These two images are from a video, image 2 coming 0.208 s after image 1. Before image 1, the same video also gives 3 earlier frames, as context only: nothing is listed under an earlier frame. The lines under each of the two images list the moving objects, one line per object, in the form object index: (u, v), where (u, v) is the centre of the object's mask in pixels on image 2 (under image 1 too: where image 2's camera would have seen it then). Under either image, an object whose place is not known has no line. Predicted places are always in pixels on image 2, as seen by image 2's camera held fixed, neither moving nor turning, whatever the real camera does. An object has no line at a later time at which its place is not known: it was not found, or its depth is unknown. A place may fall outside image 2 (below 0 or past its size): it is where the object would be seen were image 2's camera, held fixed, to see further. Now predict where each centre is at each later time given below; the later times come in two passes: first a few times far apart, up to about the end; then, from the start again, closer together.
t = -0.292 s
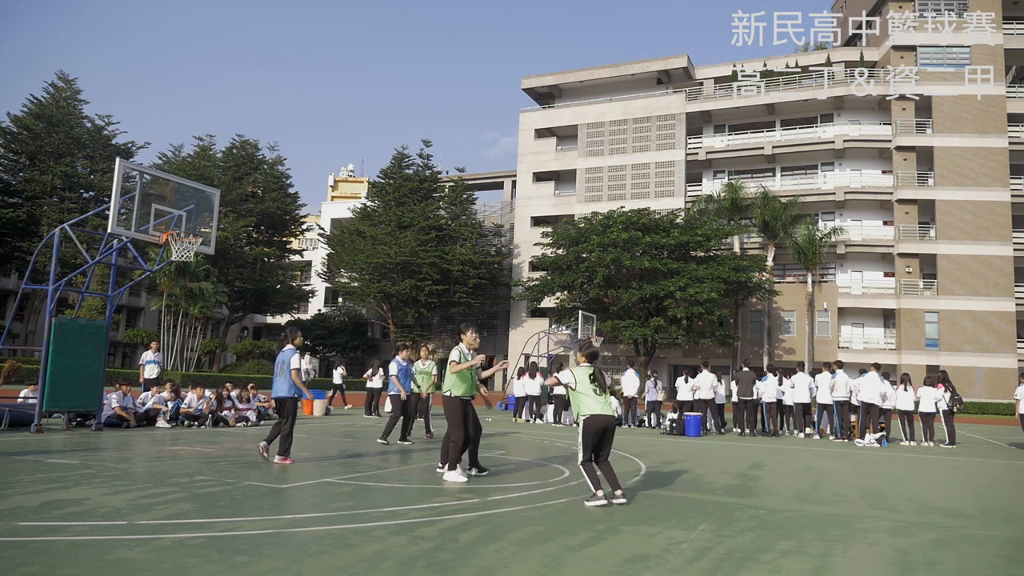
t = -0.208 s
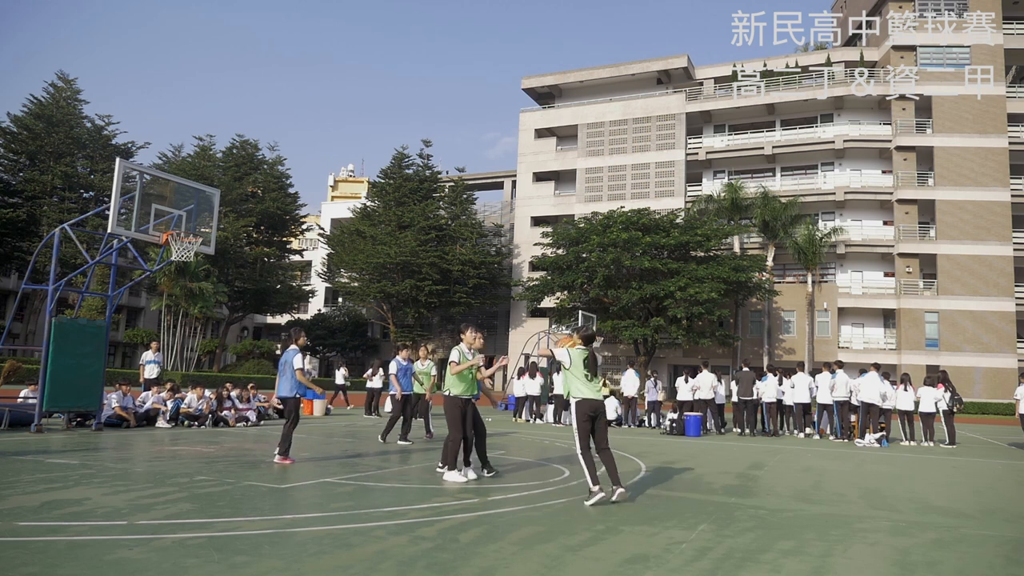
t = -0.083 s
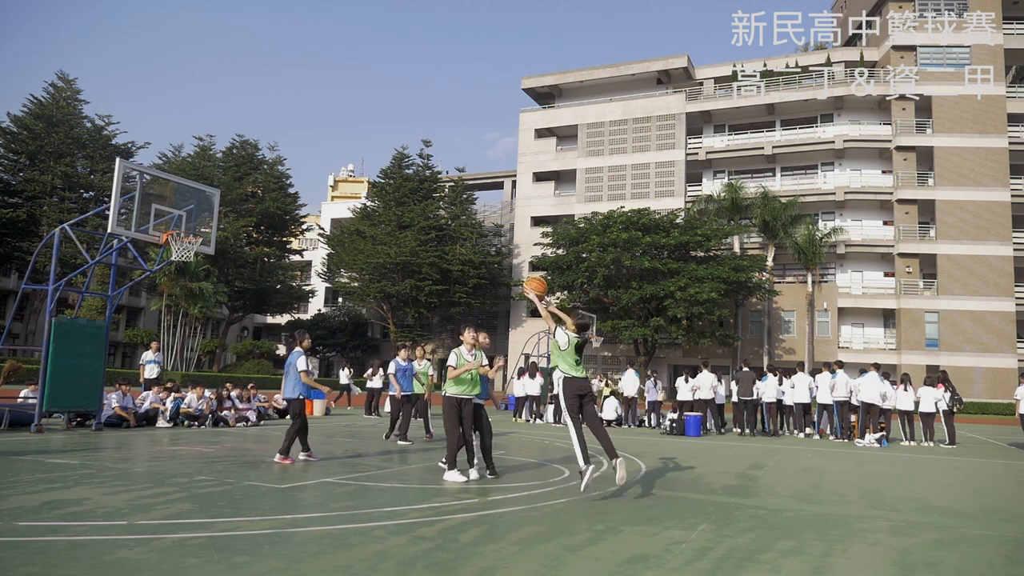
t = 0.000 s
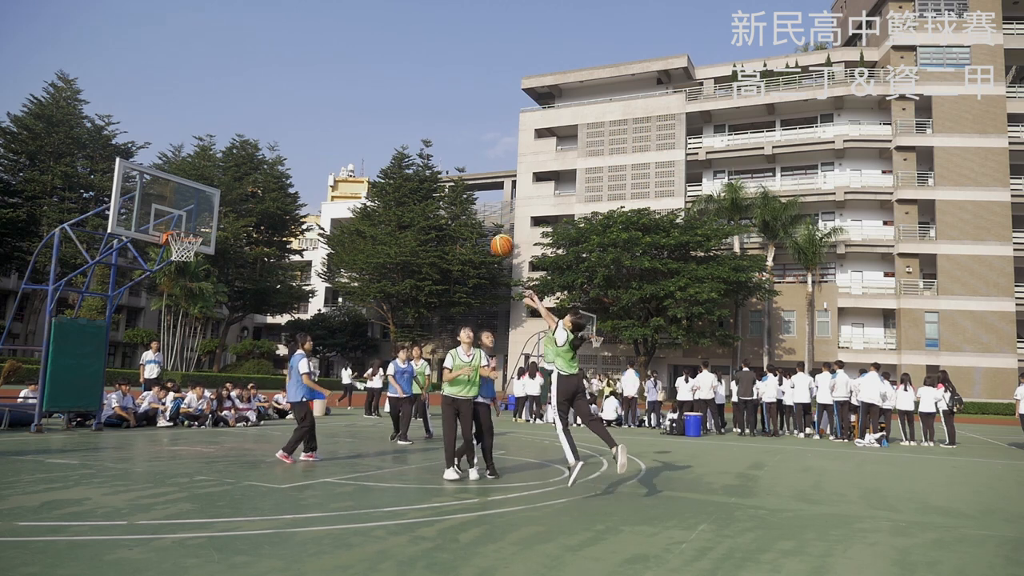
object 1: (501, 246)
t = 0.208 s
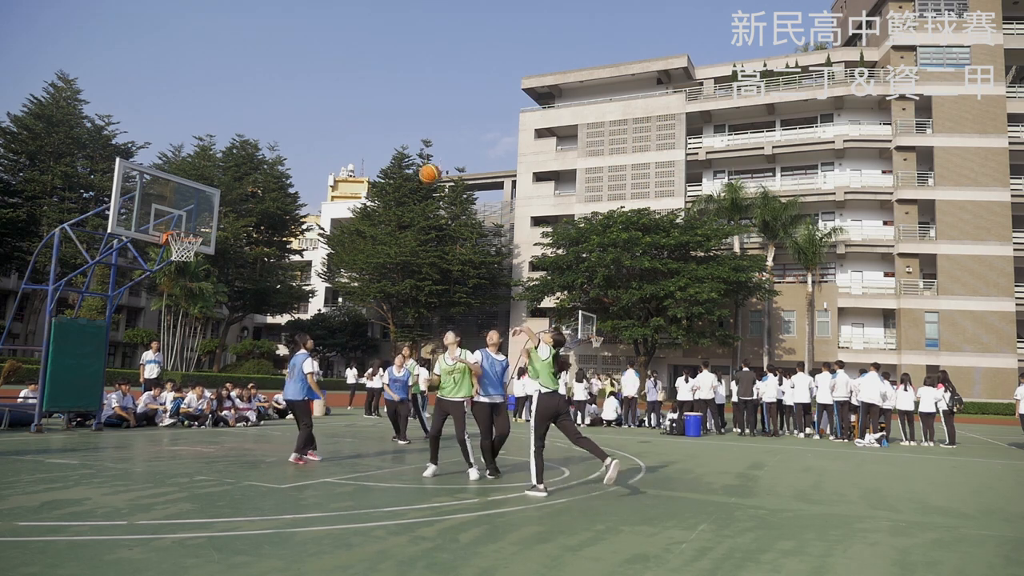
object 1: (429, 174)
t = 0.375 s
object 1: (379, 149)
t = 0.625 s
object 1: (309, 150)
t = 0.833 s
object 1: (255, 182)
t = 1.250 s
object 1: (157, 319)
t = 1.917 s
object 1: (96, 300)
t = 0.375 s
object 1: (379, 149)
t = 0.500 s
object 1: (343, 144)
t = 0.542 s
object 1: (331, 145)
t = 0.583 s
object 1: (320, 147)
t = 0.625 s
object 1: (309, 150)
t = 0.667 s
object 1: (298, 154)
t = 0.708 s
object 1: (287, 159)
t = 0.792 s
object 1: (265, 173)
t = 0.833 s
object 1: (255, 182)
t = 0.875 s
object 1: (245, 192)
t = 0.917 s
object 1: (235, 203)
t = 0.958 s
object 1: (225, 214)
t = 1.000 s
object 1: (215, 226)
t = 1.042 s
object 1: (205, 239)
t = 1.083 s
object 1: (195, 254)
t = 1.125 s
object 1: (186, 269)
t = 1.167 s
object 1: (176, 285)
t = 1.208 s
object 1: (167, 301)
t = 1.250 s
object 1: (157, 319)
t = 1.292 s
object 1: (148, 337)
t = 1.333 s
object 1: (138, 356)
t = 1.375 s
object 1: (130, 376)
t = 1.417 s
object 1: (121, 397)
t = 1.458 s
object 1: (112, 419)
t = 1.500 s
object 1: (106, 427)
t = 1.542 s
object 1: (105, 408)
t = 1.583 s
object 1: (104, 391)
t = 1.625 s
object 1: (104, 375)
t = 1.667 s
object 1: (103, 361)
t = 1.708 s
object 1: (103, 348)
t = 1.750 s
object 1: (102, 336)
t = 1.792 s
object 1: (100, 325)
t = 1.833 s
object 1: (99, 315)
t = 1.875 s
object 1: (98, 306)
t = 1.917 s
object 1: (96, 300)
